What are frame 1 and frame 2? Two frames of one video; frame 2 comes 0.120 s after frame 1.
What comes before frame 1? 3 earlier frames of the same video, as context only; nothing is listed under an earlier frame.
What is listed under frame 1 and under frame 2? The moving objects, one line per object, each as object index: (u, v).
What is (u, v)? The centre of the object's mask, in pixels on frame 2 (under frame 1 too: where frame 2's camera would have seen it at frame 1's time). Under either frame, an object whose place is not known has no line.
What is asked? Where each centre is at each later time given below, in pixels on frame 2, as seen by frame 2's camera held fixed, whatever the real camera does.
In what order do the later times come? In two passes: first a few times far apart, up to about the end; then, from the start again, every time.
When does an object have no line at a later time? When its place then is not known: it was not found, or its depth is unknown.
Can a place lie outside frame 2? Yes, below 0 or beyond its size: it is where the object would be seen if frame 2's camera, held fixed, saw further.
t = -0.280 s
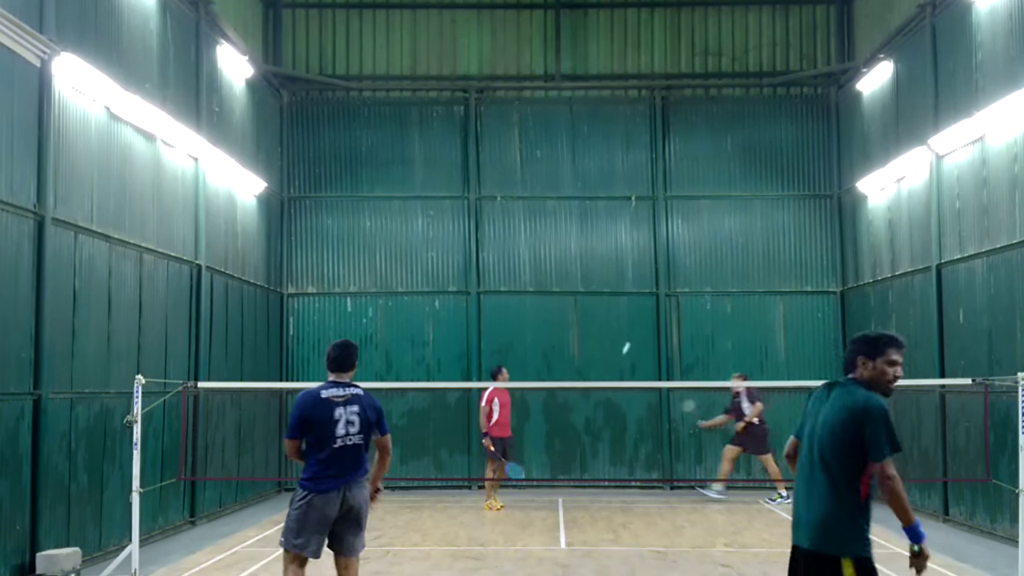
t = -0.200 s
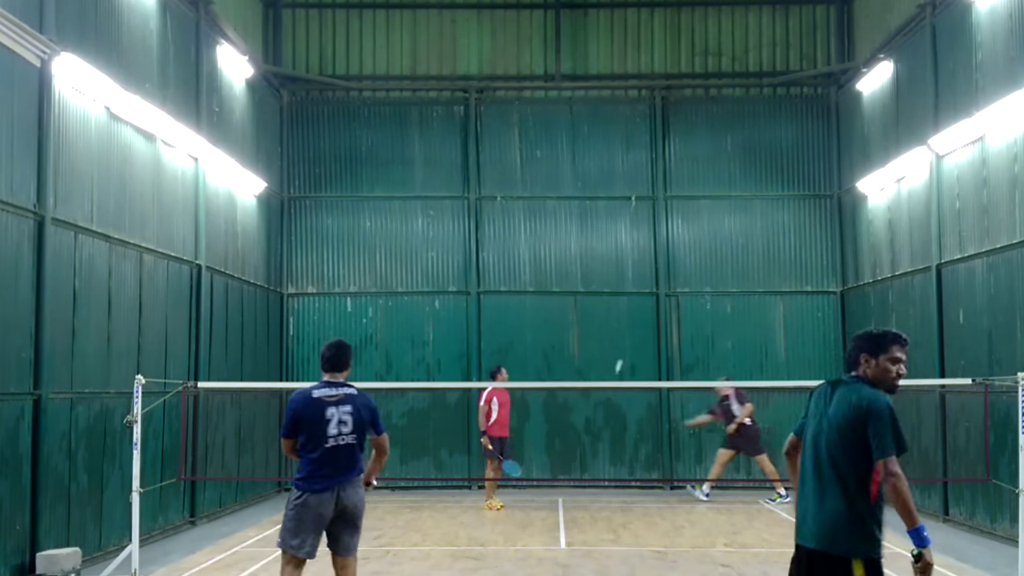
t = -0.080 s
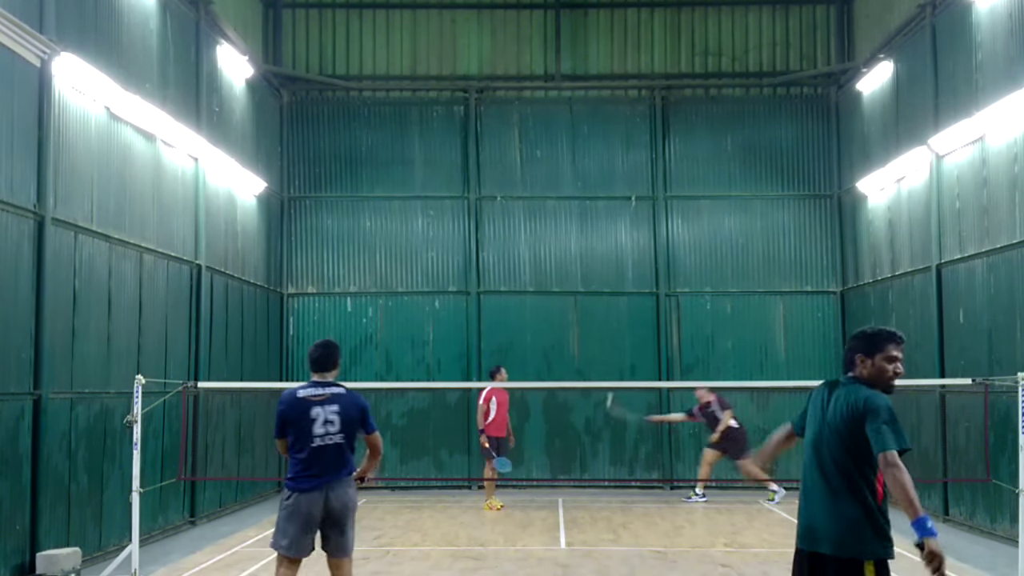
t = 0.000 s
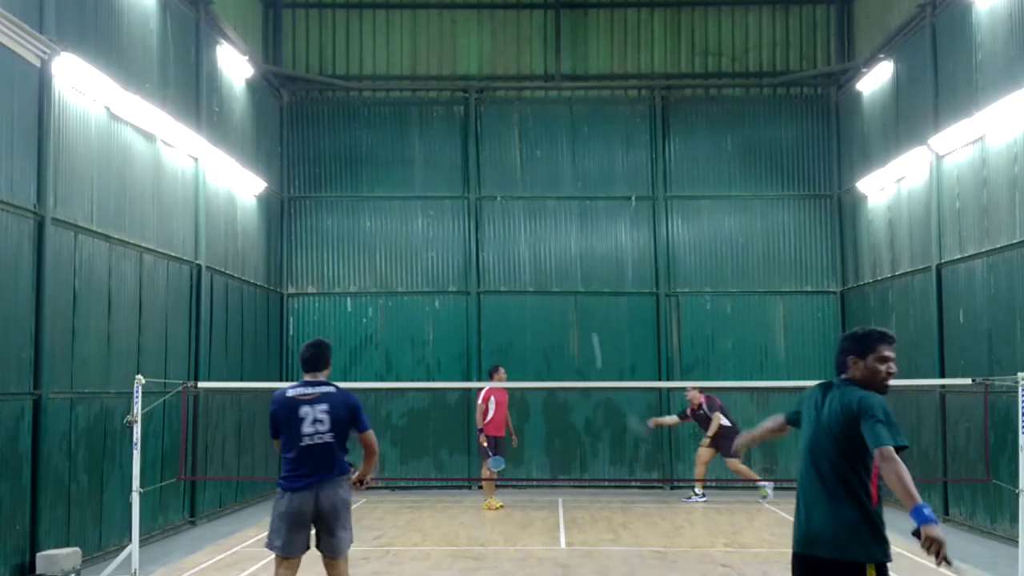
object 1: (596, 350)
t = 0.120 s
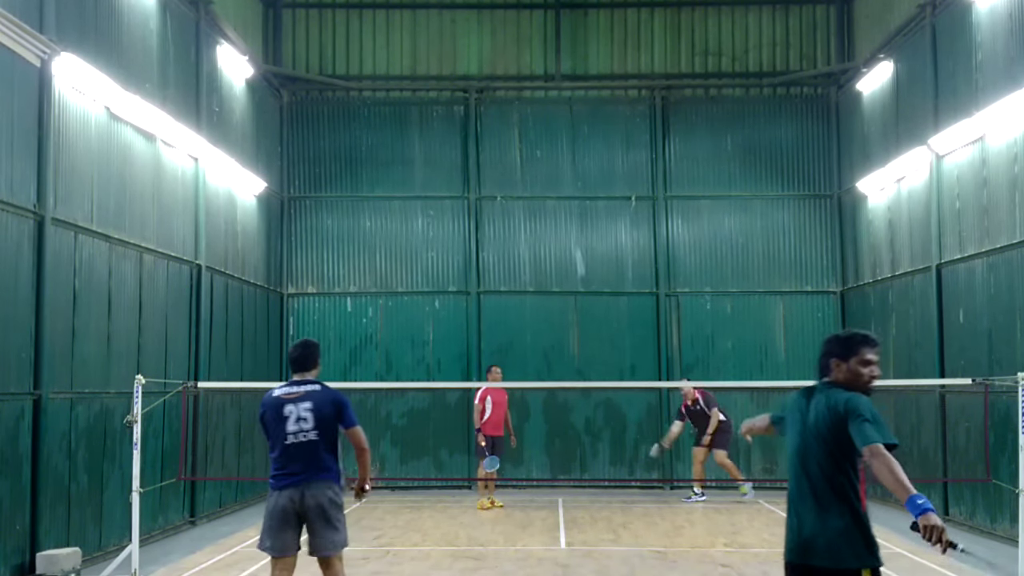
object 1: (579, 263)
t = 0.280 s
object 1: (560, 179)
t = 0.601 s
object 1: (529, 110)
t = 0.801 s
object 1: (514, 137)
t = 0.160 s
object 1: (574, 238)
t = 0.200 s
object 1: (569, 216)
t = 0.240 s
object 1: (564, 196)
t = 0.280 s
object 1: (560, 179)
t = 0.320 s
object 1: (556, 164)
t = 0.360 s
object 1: (552, 150)
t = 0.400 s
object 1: (547, 138)
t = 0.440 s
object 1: (544, 129)
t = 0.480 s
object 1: (540, 121)
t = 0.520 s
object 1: (536, 115)
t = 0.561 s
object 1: (533, 111)
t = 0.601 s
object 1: (529, 110)
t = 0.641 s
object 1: (526, 111)
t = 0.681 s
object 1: (523, 114)
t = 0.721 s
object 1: (520, 119)
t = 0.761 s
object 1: (517, 127)
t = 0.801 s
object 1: (514, 137)
